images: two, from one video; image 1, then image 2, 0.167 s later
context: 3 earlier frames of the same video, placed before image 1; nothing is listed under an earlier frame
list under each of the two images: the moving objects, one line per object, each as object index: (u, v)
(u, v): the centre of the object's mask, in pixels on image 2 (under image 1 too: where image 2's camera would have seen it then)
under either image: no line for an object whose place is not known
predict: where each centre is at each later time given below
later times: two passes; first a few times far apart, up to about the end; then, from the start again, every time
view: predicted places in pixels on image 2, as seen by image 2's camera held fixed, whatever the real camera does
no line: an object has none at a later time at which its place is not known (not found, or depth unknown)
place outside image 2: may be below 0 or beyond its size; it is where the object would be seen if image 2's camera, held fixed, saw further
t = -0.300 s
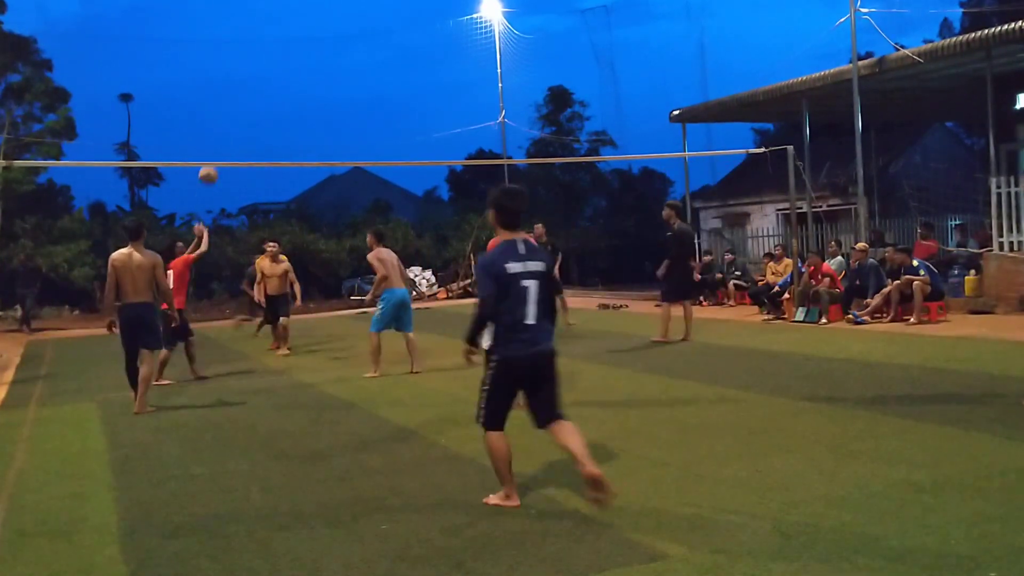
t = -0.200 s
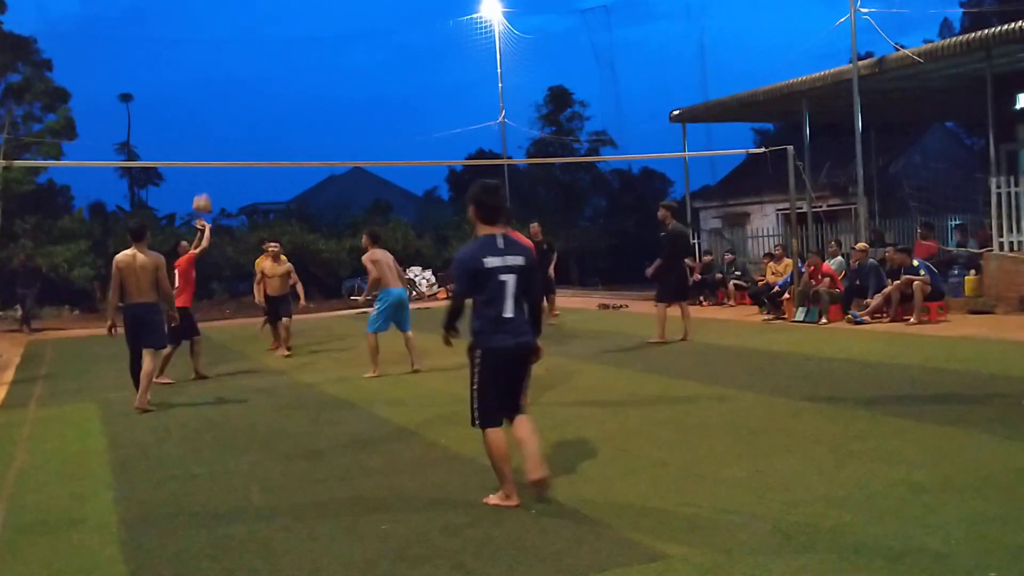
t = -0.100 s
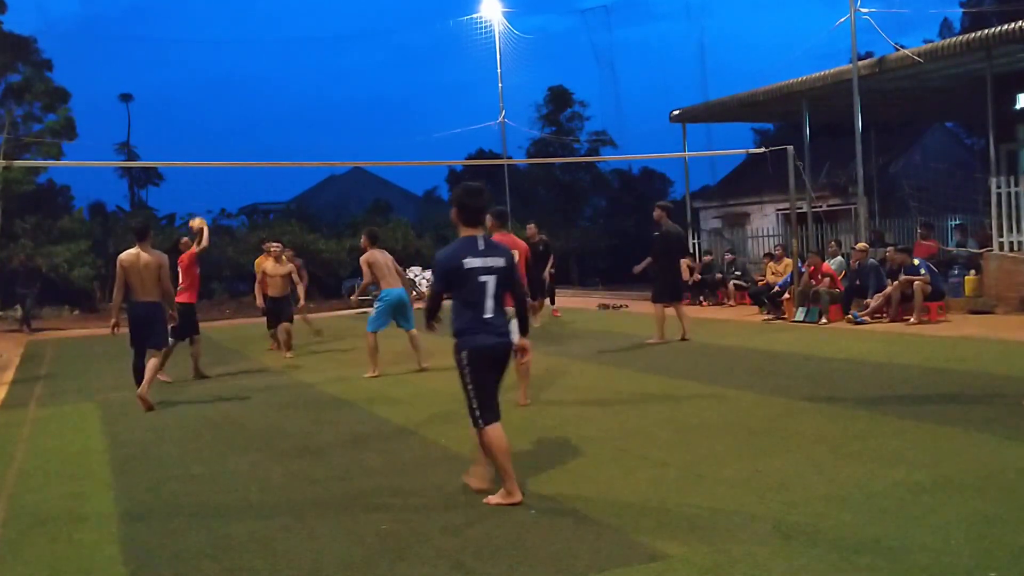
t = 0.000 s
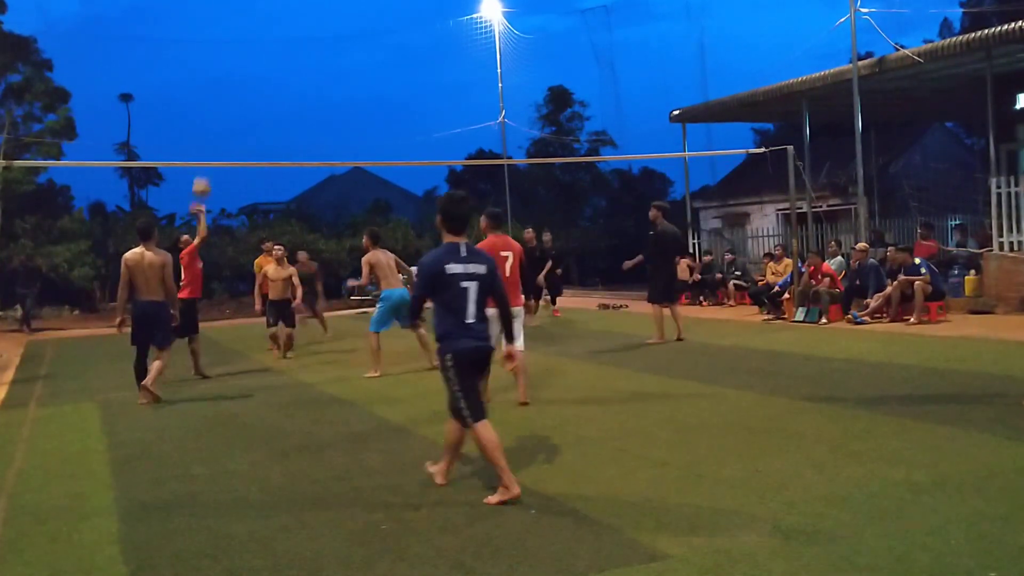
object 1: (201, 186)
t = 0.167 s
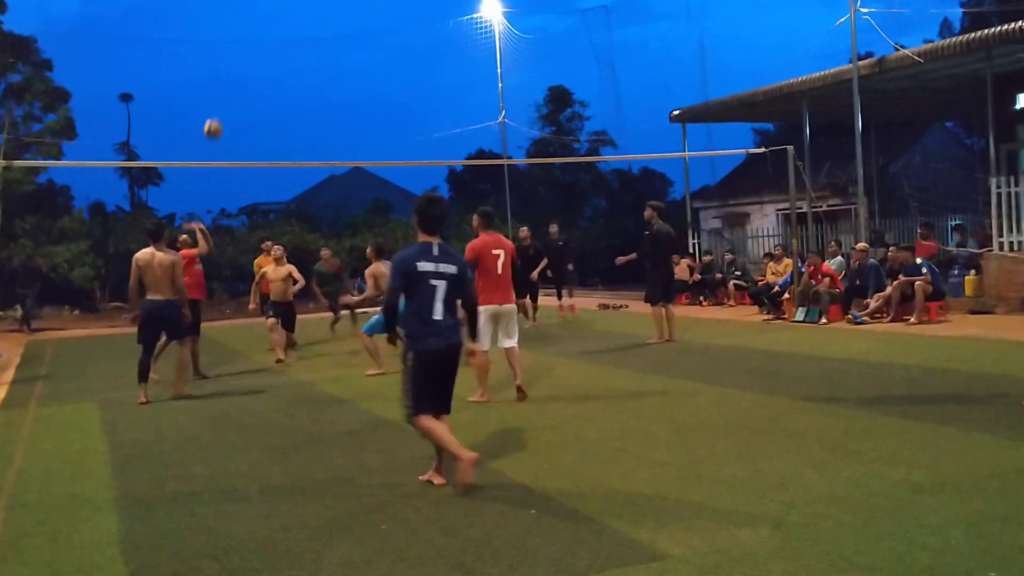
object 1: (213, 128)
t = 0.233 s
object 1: (218, 111)
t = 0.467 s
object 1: (237, 82)
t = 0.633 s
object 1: (253, 89)
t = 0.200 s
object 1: (215, 120)
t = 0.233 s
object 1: (218, 111)
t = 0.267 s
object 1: (220, 104)
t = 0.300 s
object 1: (223, 98)
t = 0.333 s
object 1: (226, 93)
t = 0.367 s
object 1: (228, 89)
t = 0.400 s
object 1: (231, 85)
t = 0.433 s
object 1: (234, 83)
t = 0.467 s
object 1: (237, 82)
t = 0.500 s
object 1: (240, 81)
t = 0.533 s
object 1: (244, 82)
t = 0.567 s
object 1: (247, 84)
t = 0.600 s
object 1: (250, 86)
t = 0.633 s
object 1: (253, 89)
